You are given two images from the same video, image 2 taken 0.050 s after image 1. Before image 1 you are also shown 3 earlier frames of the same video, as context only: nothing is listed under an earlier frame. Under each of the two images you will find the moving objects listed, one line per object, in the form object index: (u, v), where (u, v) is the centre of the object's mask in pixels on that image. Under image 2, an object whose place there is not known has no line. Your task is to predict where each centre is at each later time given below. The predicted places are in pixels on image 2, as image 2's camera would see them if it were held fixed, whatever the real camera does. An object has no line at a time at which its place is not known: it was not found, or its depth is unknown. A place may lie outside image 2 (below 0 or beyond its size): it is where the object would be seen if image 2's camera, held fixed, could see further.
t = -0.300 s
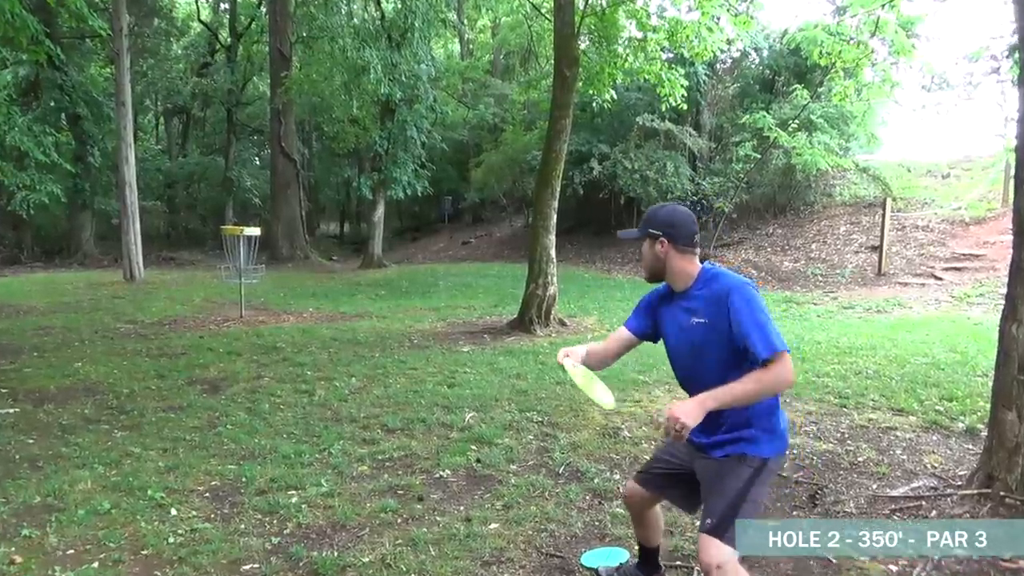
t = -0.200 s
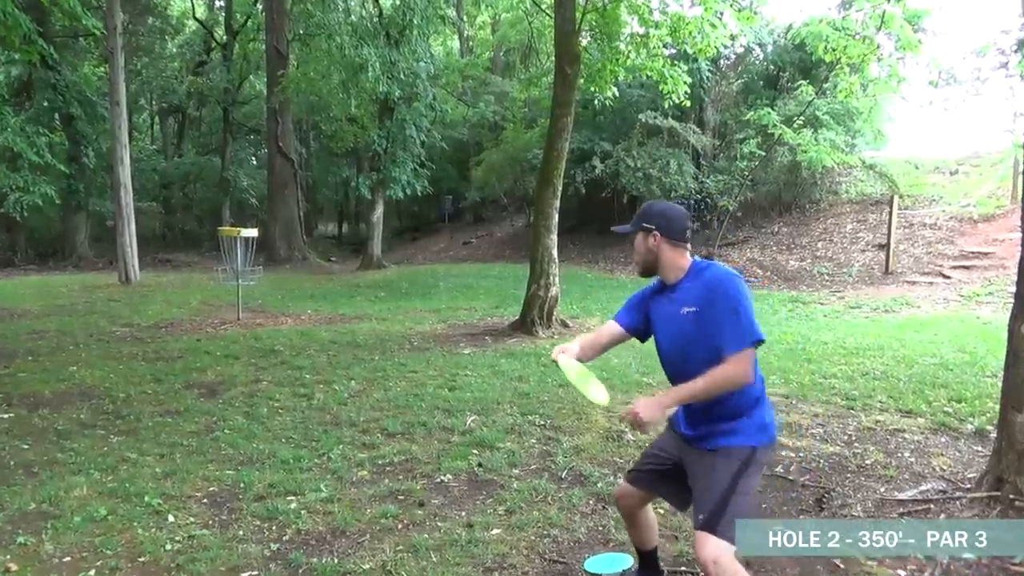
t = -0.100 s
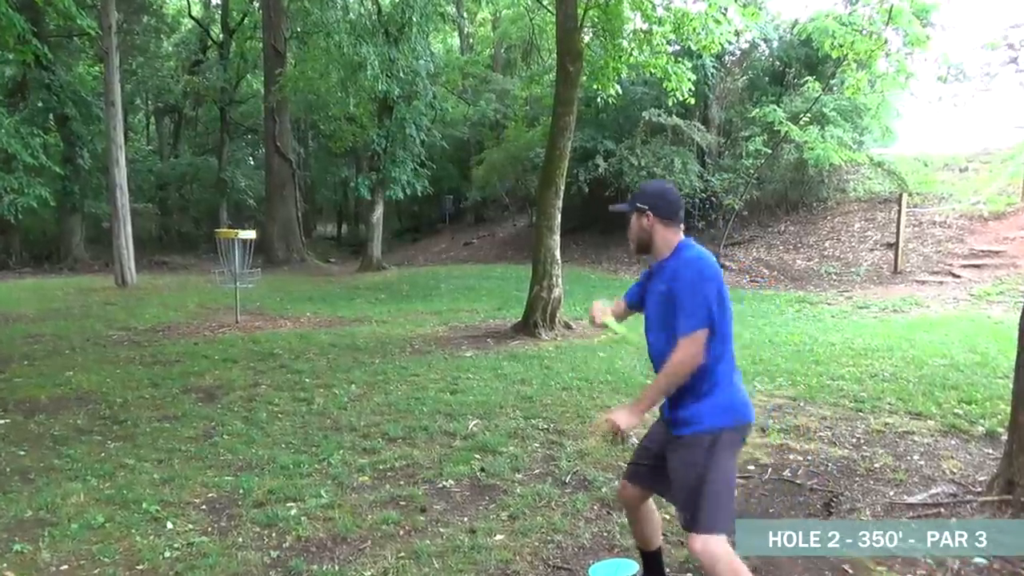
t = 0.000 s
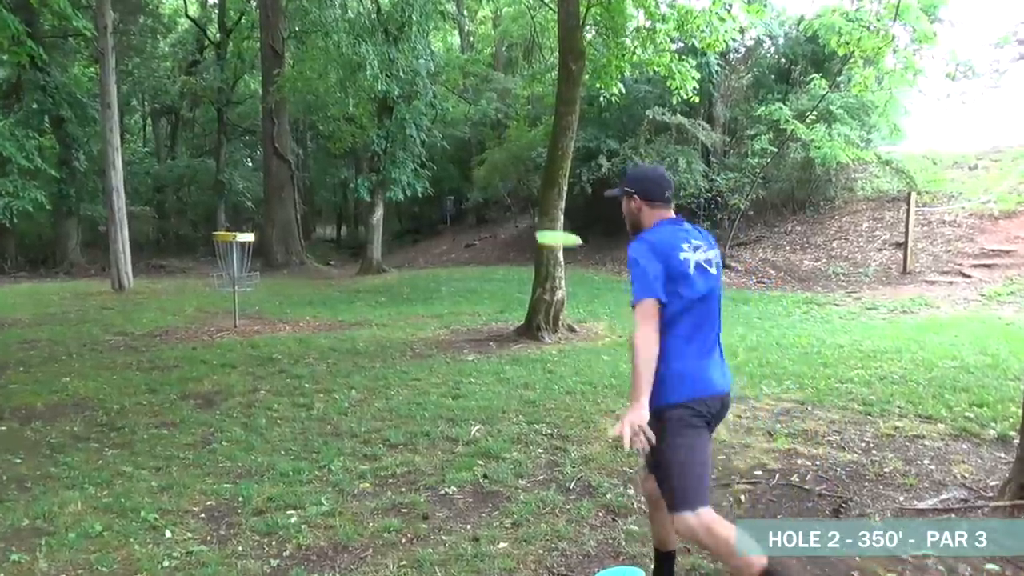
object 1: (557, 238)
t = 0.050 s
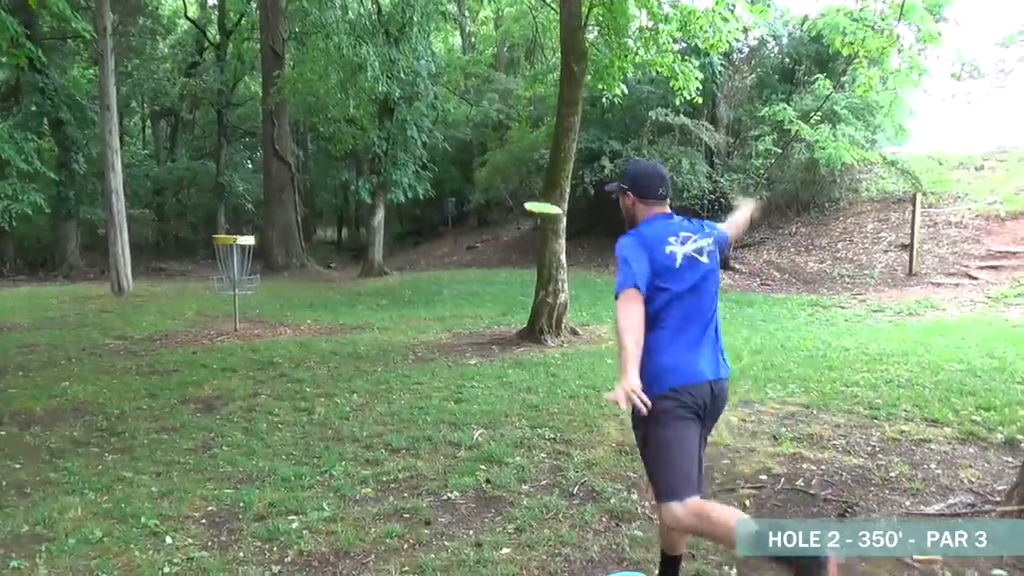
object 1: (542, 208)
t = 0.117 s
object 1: (525, 176)
